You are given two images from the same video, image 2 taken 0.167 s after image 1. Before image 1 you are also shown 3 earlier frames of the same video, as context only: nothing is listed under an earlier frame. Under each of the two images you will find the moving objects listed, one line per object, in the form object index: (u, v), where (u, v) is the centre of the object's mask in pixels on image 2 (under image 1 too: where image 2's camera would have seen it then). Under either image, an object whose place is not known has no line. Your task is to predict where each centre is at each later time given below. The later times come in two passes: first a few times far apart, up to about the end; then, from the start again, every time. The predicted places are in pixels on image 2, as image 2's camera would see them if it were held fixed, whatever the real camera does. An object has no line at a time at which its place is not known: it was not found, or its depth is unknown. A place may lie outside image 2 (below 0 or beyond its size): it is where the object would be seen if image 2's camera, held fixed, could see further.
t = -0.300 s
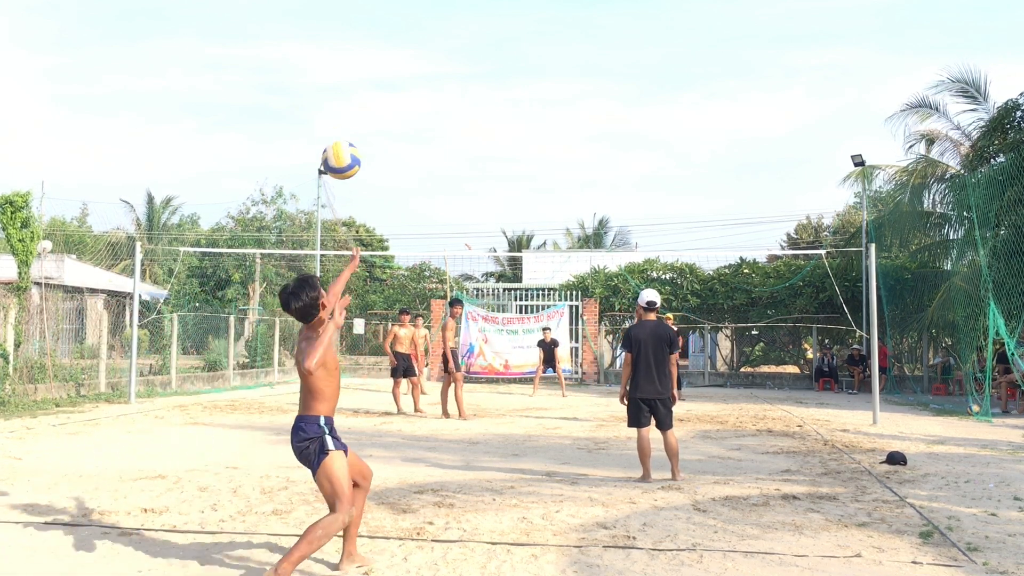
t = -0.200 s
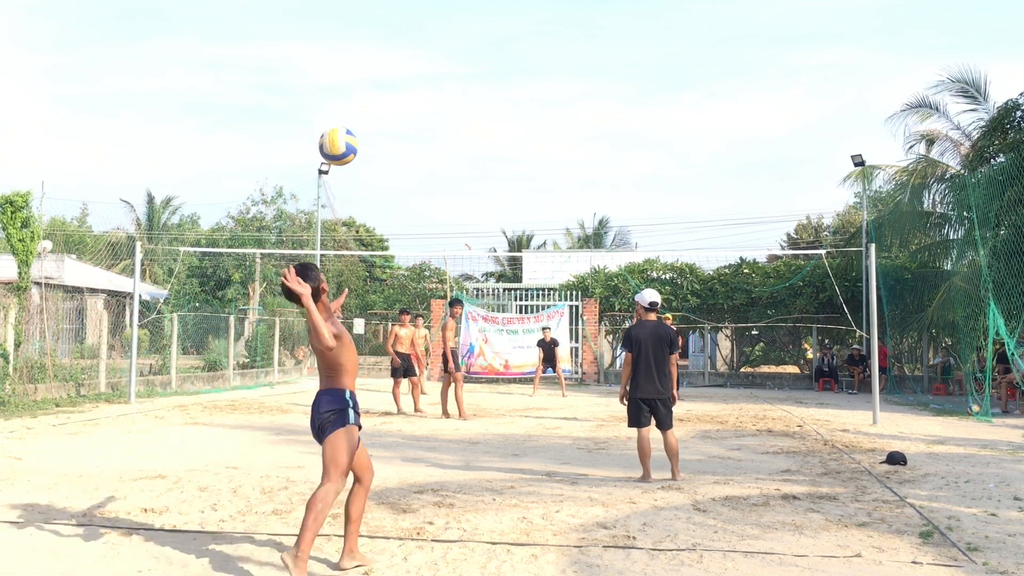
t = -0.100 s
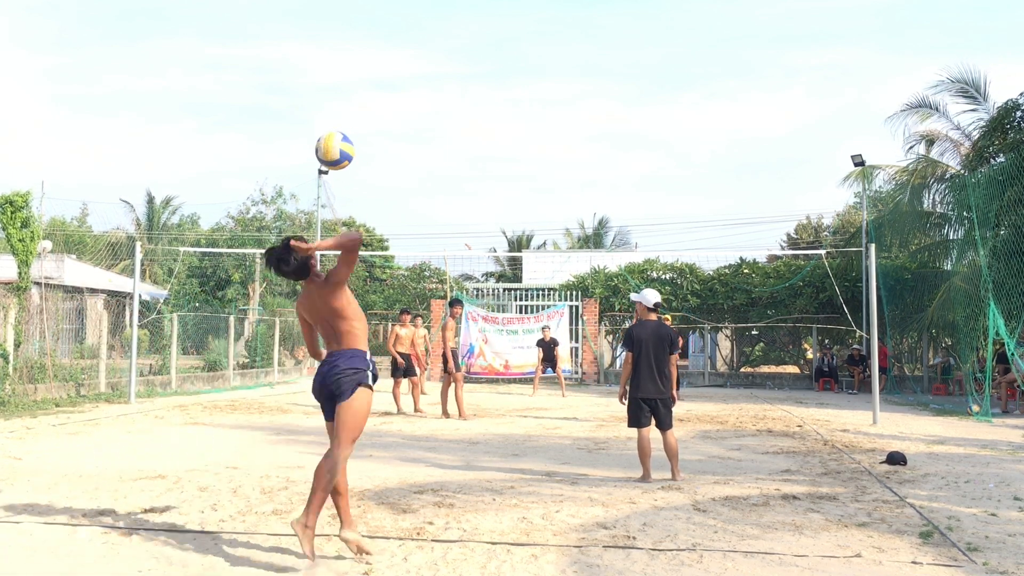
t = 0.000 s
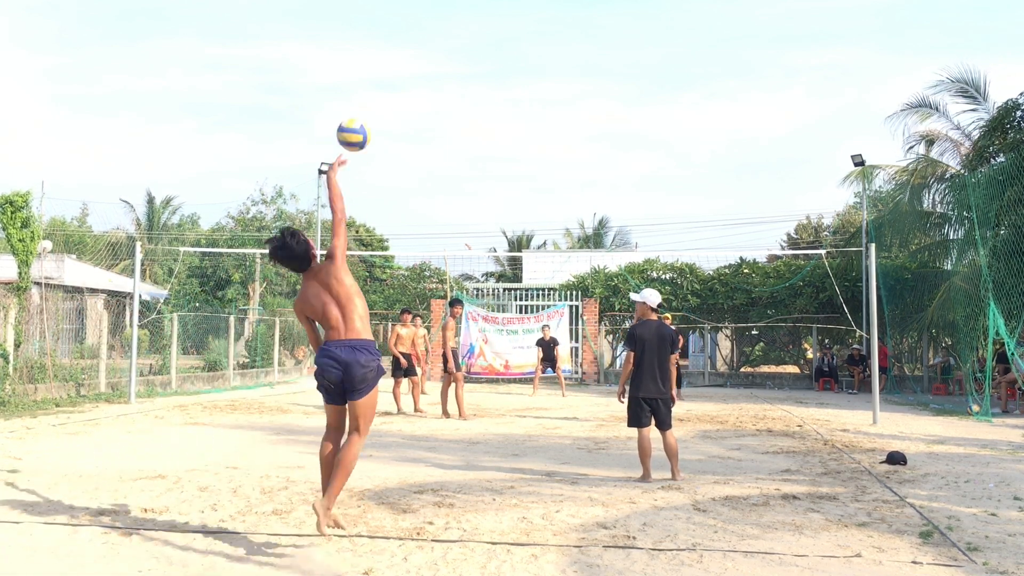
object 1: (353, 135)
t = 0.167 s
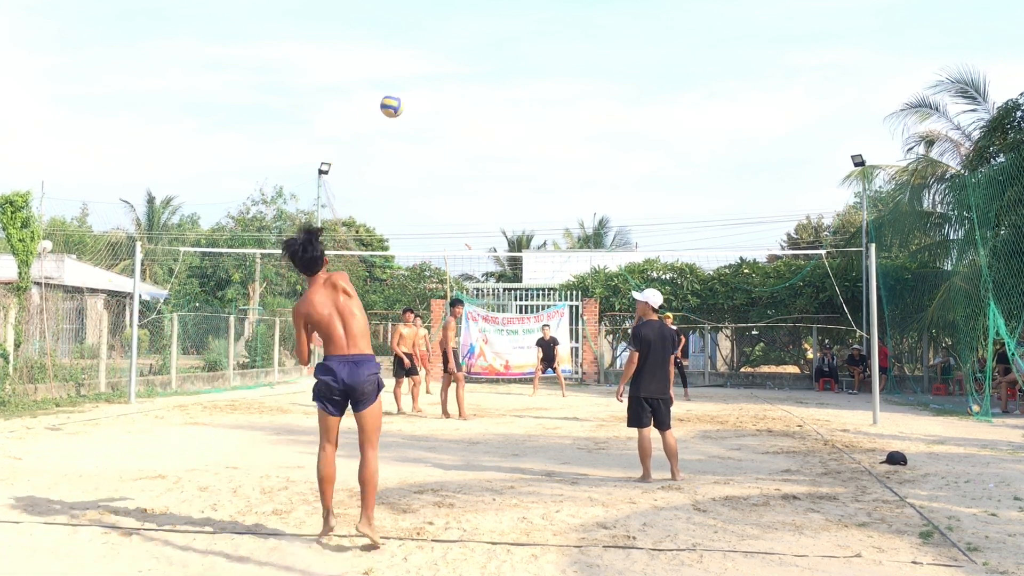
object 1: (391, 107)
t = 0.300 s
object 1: (404, 119)
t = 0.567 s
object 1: (415, 181)
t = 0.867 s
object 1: (417, 276)
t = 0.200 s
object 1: (396, 108)
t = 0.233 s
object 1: (399, 110)
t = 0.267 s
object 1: (402, 114)
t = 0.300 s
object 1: (404, 119)
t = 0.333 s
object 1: (407, 125)
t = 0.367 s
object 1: (409, 131)
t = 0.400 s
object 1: (411, 138)
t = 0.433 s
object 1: (411, 147)
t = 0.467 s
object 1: (413, 154)
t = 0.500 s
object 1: (414, 163)
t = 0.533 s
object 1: (415, 172)
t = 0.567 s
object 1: (415, 181)
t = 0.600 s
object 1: (416, 191)
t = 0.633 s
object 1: (417, 201)
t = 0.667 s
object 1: (417, 211)
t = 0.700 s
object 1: (417, 223)
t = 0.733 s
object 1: (417, 232)
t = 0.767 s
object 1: (417, 243)
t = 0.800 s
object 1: (417, 254)
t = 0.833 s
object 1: (415, 264)
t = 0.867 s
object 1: (417, 276)
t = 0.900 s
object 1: (417, 288)
